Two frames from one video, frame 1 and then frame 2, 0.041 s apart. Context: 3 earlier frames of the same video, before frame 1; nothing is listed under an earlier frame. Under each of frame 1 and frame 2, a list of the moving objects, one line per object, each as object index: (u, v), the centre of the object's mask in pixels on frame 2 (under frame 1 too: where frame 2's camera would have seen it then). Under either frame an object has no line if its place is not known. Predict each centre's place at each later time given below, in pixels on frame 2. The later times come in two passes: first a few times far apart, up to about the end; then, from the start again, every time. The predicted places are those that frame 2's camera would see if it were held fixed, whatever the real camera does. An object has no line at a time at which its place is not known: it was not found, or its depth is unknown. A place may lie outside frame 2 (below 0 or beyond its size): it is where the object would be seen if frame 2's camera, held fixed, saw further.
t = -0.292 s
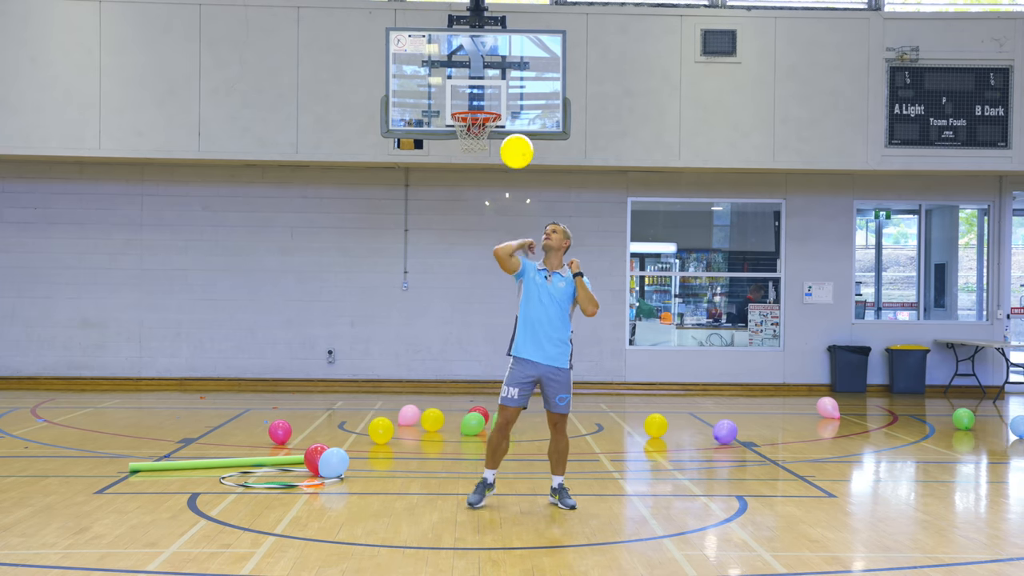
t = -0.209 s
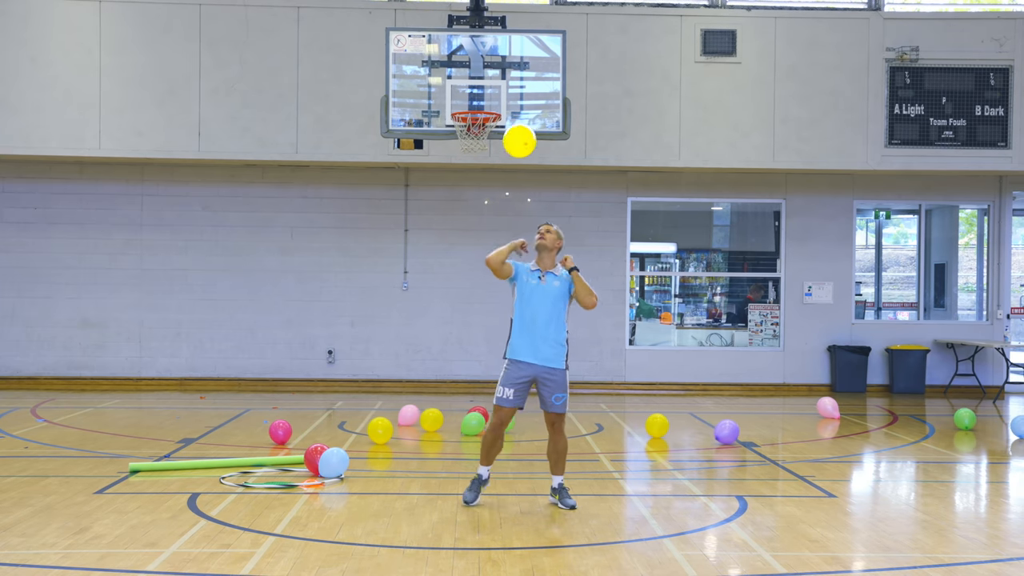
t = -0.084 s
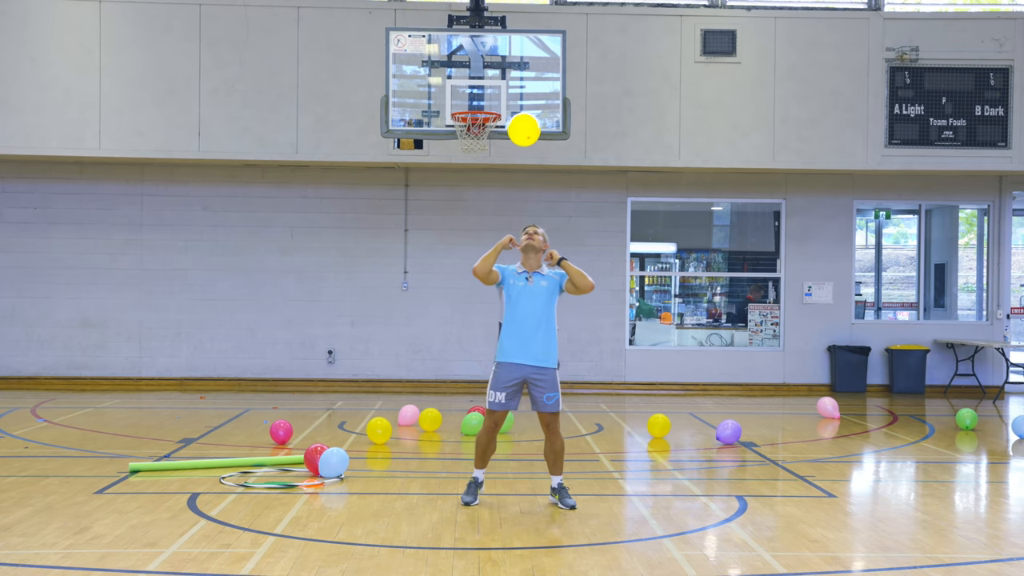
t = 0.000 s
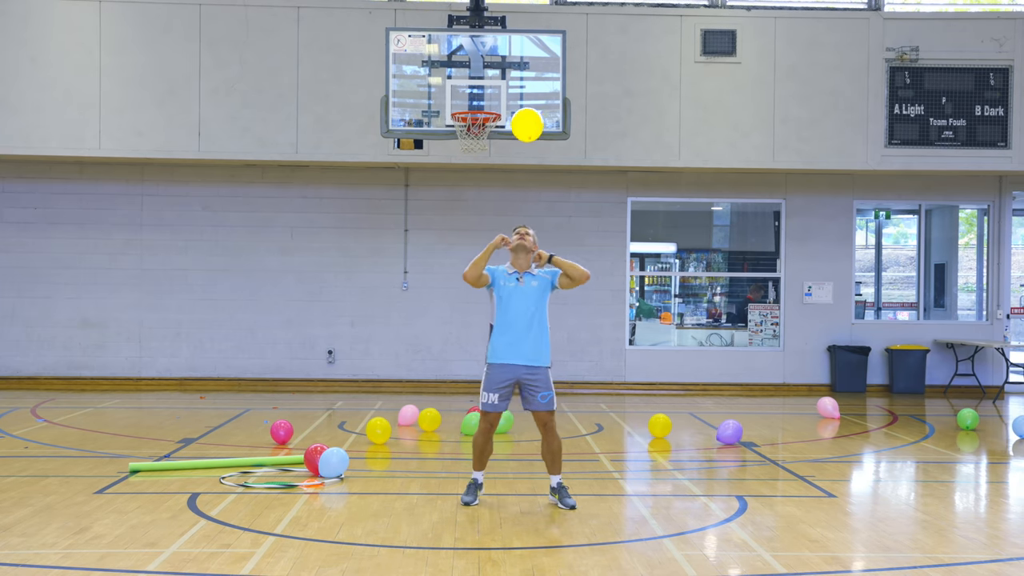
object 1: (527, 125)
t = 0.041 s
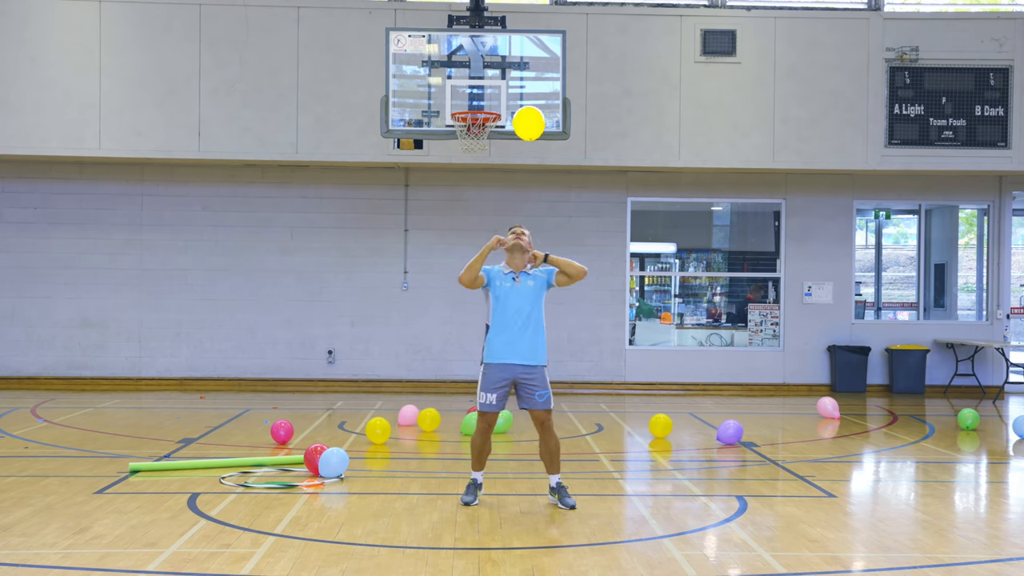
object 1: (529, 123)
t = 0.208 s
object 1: (535, 122)
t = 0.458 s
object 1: (544, 131)
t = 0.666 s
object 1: (551, 147)
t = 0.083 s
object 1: (530, 122)
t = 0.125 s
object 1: (532, 122)
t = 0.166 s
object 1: (533, 122)
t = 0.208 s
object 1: (535, 122)
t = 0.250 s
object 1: (537, 122)
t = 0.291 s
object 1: (538, 123)
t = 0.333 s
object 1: (540, 125)
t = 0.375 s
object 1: (541, 126)
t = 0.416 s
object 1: (543, 128)
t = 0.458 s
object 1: (544, 131)
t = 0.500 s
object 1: (545, 133)
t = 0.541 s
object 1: (547, 136)
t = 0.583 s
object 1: (548, 140)
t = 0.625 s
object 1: (549, 143)
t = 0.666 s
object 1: (551, 147)
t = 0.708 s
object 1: (552, 152)
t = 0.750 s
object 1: (553, 157)
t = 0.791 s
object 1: (555, 162)
